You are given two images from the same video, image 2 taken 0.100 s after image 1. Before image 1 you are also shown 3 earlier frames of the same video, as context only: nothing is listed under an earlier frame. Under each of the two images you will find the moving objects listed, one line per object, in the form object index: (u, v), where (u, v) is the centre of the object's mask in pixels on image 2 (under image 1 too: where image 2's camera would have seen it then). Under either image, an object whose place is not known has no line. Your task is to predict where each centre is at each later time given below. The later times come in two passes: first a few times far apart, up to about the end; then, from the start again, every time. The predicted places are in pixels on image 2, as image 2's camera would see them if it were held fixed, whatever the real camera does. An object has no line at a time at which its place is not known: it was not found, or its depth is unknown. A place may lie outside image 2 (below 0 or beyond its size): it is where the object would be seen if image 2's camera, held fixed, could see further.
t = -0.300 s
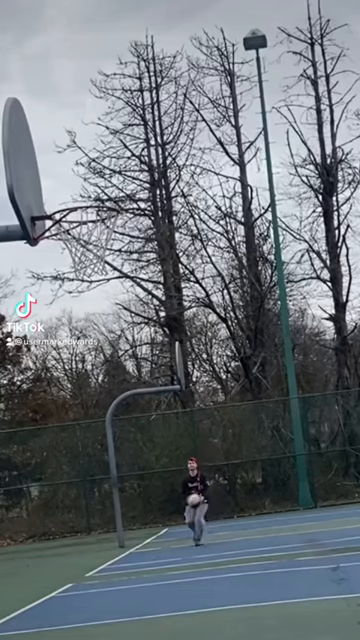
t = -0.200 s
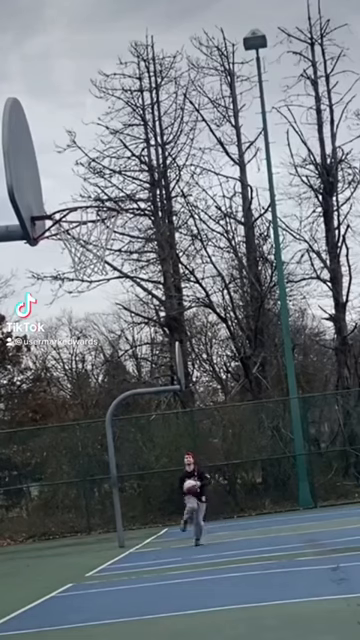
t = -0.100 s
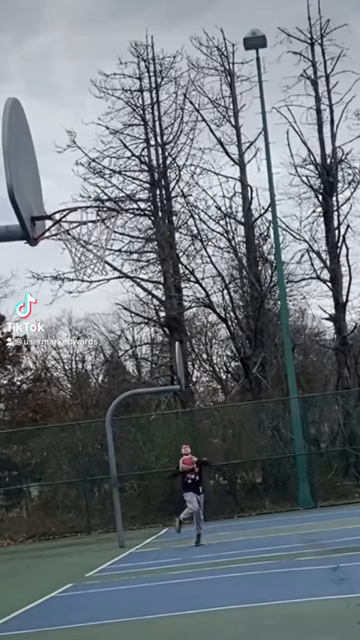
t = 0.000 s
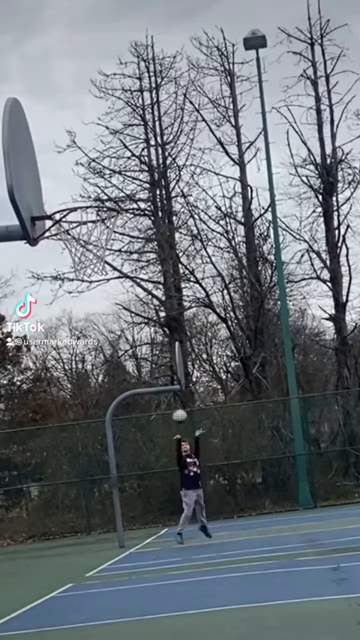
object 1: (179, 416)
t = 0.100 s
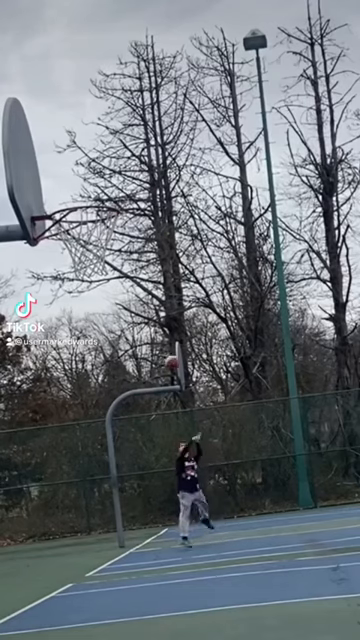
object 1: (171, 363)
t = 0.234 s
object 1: (163, 295)
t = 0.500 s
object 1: (144, 173)
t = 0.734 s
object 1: (129, 90)
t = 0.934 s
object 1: (119, 45)
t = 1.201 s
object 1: (104, 34)
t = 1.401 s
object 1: (92, 79)
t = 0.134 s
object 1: (169, 345)
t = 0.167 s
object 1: (167, 329)
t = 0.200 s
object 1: (165, 312)
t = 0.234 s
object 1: (163, 295)
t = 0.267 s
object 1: (160, 279)
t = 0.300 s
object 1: (159, 263)
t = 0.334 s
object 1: (157, 247)
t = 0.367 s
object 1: (153, 232)
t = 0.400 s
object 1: (152, 215)
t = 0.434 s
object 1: (149, 202)
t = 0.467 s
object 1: (147, 187)
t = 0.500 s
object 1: (144, 173)
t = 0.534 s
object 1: (143, 160)
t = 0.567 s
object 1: (140, 147)
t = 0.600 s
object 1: (138, 135)
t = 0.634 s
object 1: (136, 122)
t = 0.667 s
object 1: (133, 112)
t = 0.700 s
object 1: (131, 101)
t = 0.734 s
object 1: (129, 90)
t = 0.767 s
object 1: (128, 80)
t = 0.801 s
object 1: (126, 73)
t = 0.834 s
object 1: (124, 64)
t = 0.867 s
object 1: (123, 57)
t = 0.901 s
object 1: (121, 50)
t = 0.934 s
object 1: (119, 45)
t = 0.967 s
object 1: (117, 40)
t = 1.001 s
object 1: (116, 36)
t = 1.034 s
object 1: (114, 33)
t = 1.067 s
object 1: (112, 31)
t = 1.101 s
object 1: (110, 30)
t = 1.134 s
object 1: (108, 31)
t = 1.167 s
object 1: (106, 32)
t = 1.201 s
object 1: (104, 34)
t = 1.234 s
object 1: (102, 39)
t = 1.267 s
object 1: (100, 43)
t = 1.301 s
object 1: (98, 50)
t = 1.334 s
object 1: (96, 59)
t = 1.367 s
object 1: (94, 68)
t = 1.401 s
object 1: (92, 79)
